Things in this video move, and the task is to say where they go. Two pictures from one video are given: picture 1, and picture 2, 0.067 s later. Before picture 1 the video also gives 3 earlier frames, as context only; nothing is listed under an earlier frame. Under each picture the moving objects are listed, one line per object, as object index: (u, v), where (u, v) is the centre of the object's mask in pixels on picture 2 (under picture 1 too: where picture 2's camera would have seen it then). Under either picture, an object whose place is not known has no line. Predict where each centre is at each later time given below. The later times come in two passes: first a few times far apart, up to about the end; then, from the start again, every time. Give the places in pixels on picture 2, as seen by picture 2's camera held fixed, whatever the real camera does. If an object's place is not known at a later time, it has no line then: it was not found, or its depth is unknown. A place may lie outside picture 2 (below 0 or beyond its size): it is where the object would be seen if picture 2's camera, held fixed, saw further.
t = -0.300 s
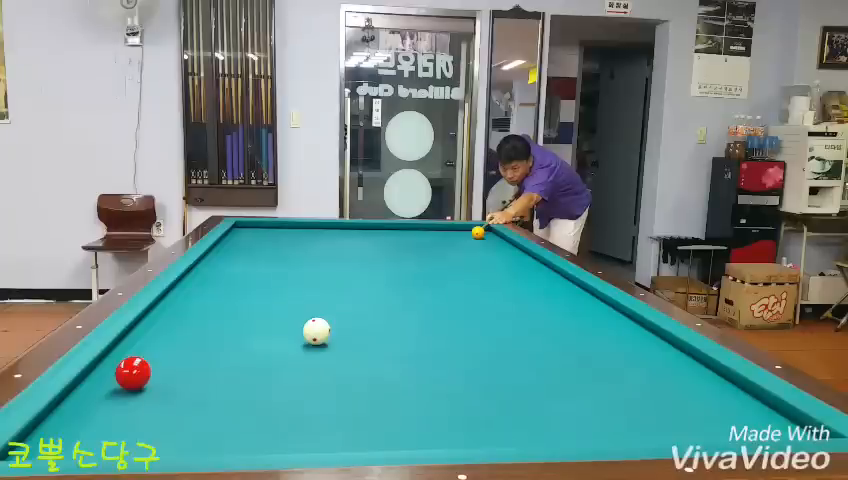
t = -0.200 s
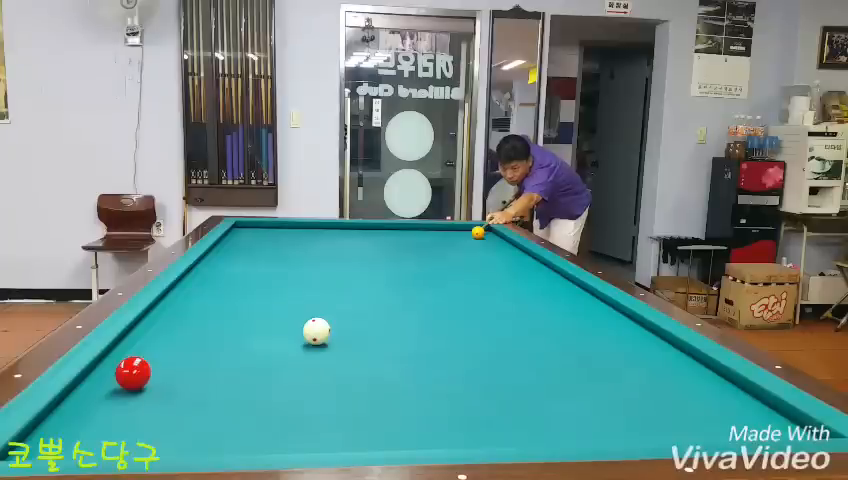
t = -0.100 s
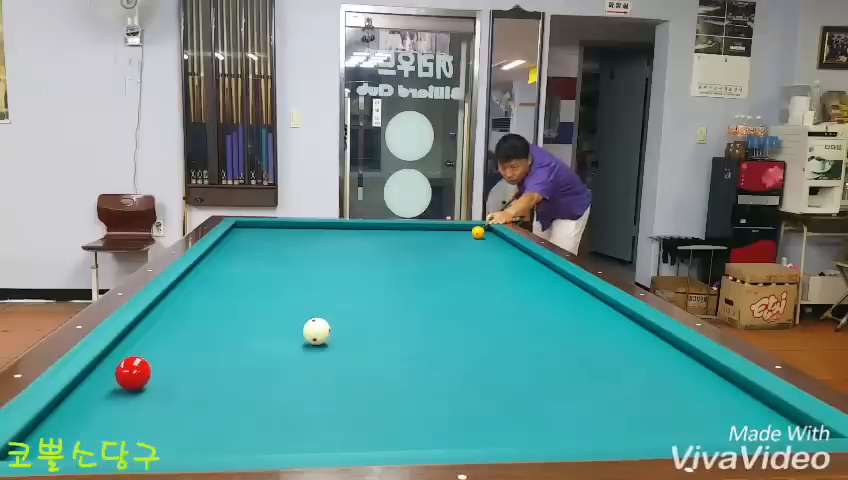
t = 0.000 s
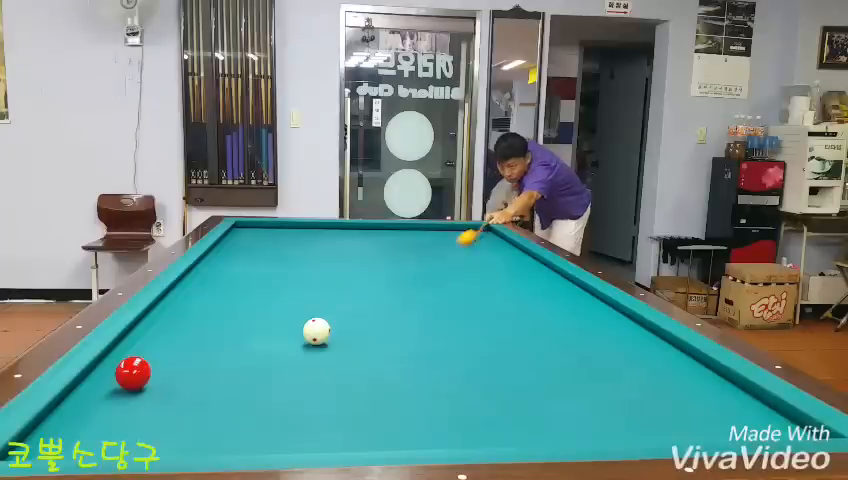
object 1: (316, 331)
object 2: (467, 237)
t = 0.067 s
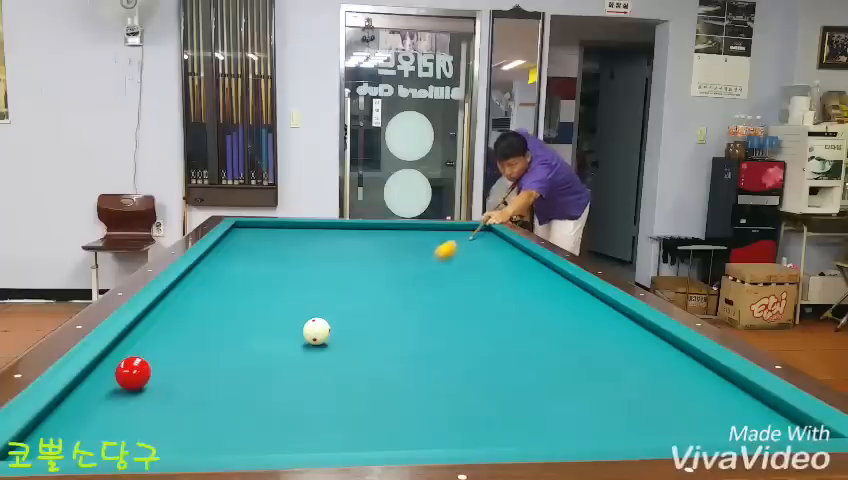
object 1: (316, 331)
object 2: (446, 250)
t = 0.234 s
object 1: (316, 331)
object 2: (369, 295)
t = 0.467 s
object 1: (256, 427)
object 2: (232, 321)
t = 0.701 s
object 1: (276, 316)
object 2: (166, 312)
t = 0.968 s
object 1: (285, 268)
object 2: (238, 294)
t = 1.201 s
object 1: (291, 244)
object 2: (280, 281)
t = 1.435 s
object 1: (294, 226)
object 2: (314, 271)
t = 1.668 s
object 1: (294, 233)
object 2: (343, 262)
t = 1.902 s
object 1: (294, 244)
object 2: (368, 255)
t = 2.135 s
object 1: (293, 256)
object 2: (390, 248)
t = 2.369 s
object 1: (293, 272)
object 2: (408, 243)
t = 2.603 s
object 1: (291, 291)
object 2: (424, 238)
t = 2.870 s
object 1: (289, 320)
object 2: (440, 232)
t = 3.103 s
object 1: (287, 356)
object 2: (453, 229)
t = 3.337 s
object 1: (285, 408)
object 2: (470, 227)
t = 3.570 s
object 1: (288, 431)
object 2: (481, 229)
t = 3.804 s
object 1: (297, 393)
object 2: (473, 232)
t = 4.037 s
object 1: (305, 366)
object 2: (464, 236)
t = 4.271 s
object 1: (312, 345)
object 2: (455, 239)
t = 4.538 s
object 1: (318, 326)
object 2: (444, 243)
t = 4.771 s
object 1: (322, 312)
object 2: (434, 247)
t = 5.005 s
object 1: (326, 300)
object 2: (424, 251)
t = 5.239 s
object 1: (328, 290)
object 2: (414, 255)
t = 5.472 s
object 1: (330, 282)
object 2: (403, 259)
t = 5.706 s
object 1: (332, 274)
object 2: (392, 263)
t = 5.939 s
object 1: (334, 267)
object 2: (381, 268)
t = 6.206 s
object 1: (336, 261)
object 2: (367, 273)
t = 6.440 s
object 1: (337, 256)
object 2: (355, 278)
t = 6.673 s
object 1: (339, 251)
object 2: (343, 284)
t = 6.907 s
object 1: (340, 247)
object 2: (330, 289)
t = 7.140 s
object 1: (342, 244)
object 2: (318, 295)
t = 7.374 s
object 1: (343, 240)
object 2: (305, 301)
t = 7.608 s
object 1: (344, 237)
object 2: (292, 307)
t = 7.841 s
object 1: (345, 234)
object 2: (278, 313)
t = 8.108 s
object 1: (347, 231)
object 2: (263, 321)
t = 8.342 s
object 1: (348, 229)
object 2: (249, 327)
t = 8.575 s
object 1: (349, 227)
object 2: (234, 334)
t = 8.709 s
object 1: (350, 226)
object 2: (226, 338)
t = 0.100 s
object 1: (316, 331)
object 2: (434, 257)
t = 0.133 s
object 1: (316, 331)
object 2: (421, 265)
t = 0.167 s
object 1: (316, 331)
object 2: (406, 274)
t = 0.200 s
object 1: (316, 331)
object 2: (388, 284)
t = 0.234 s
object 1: (316, 331)
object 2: (369, 295)
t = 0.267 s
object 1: (316, 331)
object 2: (346, 308)
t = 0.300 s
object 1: (313, 335)
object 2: (324, 316)
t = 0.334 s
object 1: (303, 355)
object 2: (300, 322)
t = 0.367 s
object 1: (289, 381)
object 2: (281, 323)
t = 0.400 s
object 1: (272, 415)
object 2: (264, 322)
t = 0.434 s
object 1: (255, 438)
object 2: (247, 322)
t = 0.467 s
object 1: (256, 427)
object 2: (232, 321)
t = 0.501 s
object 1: (260, 404)
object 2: (216, 320)
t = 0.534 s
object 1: (263, 383)
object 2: (202, 319)
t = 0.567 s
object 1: (267, 366)
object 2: (189, 318)
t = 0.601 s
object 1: (270, 351)
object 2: (176, 317)
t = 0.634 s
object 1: (272, 337)
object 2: (163, 316)
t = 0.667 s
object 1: (274, 326)
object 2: (156, 315)
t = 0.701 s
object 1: (276, 316)
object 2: (166, 312)
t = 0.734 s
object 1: (277, 308)
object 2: (179, 309)
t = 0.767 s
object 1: (279, 300)
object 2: (190, 307)
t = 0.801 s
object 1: (280, 294)
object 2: (200, 304)
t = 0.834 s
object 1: (281, 287)
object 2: (209, 302)
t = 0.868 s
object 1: (282, 281)
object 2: (217, 300)
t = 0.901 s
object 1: (283, 277)
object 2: (225, 297)
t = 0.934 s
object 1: (284, 272)
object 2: (231, 296)
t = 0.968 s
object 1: (285, 268)
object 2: (238, 294)
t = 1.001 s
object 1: (286, 264)
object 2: (245, 291)
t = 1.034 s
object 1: (287, 260)
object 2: (251, 289)
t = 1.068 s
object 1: (288, 256)
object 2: (257, 288)
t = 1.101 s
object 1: (289, 253)
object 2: (263, 286)
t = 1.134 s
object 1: (289, 250)
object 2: (269, 284)
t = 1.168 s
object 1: (290, 246)
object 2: (274, 283)
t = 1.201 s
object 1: (291, 244)
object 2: (280, 281)
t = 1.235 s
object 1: (291, 241)
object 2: (285, 280)
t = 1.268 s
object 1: (291, 238)
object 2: (290, 278)
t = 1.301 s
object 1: (292, 236)
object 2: (295, 276)
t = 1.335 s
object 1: (293, 233)
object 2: (300, 275)
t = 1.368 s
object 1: (293, 231)
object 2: (305, 274)
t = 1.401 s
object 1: (294, 229)
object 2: (310, 272)
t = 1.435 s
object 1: (294, 226)
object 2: (314, 271)
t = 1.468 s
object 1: (294, 225)
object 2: (319, 270)
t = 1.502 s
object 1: (295, 224)
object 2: (323, 268)
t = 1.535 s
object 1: (295, 226)
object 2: (327, 267)
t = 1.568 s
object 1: (294, 227)
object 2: (332, 266)
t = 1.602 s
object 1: (294, 229)
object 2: (335, 265)
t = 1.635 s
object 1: (294, 231)
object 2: (339, 264)
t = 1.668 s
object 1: (294, 233)
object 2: (343, 262)
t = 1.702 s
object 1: (294, 234)
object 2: (347, 261)
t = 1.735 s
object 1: (294, 236)
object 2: (351, 260)
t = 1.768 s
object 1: (294, 237)
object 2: (354, 259)
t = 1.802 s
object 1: (294, 239)
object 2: (358, 258)
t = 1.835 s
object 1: (294, 240)
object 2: (361, 257)
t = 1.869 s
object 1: (294, 242)
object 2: (365, 256)
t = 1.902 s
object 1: (294, 244)
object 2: (368, 255)
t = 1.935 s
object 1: (293, 245)
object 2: (371, 254)
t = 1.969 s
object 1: (294, 247)
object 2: (375, 253)
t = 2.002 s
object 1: (293, 249)
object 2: (378, 252)
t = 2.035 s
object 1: (293, 250)
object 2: (381, 251)
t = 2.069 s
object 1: (293, 252)
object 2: (383, 250)
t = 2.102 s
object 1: (293, 254)
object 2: (387, 249)
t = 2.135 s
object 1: (293, 256)
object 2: (390, 248)
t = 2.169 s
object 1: (293, 258)
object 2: (392, 247)
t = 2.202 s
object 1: (293, 260)
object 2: (395, 247)
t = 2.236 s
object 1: (293, 263)
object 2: (398, 246)
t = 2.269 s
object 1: (293, 265)
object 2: (400, 245)
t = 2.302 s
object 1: (293, 267)
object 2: (403, 244)
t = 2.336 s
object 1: (292, 269)
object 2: (405, 243)
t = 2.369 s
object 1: (293, 272)
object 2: (408, 243)
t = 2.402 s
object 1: (292, 274)
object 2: (410, 242)
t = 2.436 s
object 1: (292, 277)
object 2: (413, 241)
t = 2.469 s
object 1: (292, 279)
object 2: (415, 241)
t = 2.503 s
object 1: (292, 282)
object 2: (417, 240)
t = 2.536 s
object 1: (292, 285)
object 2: (420, 239)
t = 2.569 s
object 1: (292, 288)
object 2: (422, 238)
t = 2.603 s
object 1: (291, 291)
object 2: (424, 238)
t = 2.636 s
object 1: (291, 294)
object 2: (426, 237)
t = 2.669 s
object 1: (291, 297)
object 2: (428, 236)
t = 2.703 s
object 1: (291, 301)
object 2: (430, 236)
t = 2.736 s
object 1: (291, 304)
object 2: (432, 235)
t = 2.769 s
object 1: (290, 308)
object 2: (434, 235)
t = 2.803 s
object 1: (290, 312)
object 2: (436, 234)
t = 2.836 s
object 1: (290, 316)
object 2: (439, 233)
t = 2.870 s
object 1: (289, 320)
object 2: (440, 232)
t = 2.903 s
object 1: (289, 325)
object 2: (442, 232)
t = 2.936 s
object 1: (289, 329)
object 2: (444, 231)
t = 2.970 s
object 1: (289, 334)
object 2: (446, 231)
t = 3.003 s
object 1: (288, 339)
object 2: (448, 230)
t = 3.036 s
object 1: (288, 345)
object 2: (449, 230)
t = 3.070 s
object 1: (288, 350)
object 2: (451, 229)
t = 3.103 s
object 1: (287, 356)
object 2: (453, 229)
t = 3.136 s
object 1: (287, 362)
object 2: (455, 228)
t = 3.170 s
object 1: (287, 369)
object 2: (456, 228)
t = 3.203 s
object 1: (286, 376)
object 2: (458, 227)
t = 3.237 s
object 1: (286, 383)
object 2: (459, 227)
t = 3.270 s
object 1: (286, 391)
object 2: (461, 226)
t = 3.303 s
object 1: (285, 400)
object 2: (466, 227)
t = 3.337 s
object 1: (285, 408)
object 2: (470, 227)
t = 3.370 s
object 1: (284, 417)
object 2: (474, 228)
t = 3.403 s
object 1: (284, 427)
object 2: (478, 228)
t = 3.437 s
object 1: (283, 435)
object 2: (483, 228)
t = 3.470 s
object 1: (283, 441)
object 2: (486, 228)
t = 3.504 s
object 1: (285, 440)
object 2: (484, 228)
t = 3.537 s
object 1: (286, 436)
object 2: (483, 229)
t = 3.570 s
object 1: (288, 431)
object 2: (481, 229)
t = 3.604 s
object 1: (289, 424)
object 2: (480, 230)
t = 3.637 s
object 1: (291, 417)
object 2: (479, 230)
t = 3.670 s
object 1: (292, 412)
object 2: (478, 231)
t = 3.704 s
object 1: (294, 407)
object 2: (476, 231)
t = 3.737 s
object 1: (295, 402)
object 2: (475, 231)
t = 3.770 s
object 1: (296, 398)
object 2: (474, 232)
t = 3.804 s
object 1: (297, 393)
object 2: (473, 232)
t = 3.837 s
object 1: (298, 389)
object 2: (472, 233)
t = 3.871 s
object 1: (300, 385)
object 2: (471, 233)
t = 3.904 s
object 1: (301, 381)
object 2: (469, 234)
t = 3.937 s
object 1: (301, 377)
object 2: (468, 234)
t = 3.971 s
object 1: (302, 373)
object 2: (466, 235)
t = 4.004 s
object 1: (303, 369)
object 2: (465, 235)
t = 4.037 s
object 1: (305, 366)
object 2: (464, 236)
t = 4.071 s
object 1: (306, 363)
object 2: (463, 236)
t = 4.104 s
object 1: (307, 360)
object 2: (461, 237)
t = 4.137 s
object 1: (309, 357)
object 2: (460, 237)
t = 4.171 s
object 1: (310, 355)
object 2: (459, 238)
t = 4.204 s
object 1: (311, 352)
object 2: (458, 239)
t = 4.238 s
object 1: (311, 348)
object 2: (456, 239)
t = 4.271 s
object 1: (312, 345)
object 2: (455, 239)
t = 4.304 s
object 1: (313, 343)
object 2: (454, 240)
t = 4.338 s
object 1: (314, 340)
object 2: (452, 240)
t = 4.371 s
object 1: (315, 338)
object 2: (451, 241)
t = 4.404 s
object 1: (315, 335)
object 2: (449, 241)
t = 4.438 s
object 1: (316, 333)
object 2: (448, 242)
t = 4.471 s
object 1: (317, 331)
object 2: (447, 242)
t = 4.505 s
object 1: (318, 328)
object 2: (445, 243)
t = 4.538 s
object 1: (318, 326)
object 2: (444, 243)
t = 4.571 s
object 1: (319, 324)
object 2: (443, 244)
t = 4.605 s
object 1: (320, 322)
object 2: (441, 244)
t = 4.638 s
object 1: (320, 320)
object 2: (440, 245)
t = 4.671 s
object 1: (321, 318)
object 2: (439, 245)
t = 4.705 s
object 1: (321, 315)
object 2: (437, 246)
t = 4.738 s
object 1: (322, 314)
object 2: (436, 246)
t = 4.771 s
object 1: (322, 312)
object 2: (434, 247)
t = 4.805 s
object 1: (323, 310)
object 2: (433, 247)
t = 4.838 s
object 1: (323, 309)
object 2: (432, 248)
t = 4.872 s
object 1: (324, 307)
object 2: (430, 249)
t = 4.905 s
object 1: (324, 305)
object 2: (428, 249)
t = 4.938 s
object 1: (324, 304)
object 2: (427, 249)
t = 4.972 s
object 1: (325, 302)
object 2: (425, 250)
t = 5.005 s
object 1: (326, 300)
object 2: (424, 251)
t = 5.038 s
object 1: (326, 299)
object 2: (422, 251)
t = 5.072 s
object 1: (326, 297)
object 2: (421, 252)
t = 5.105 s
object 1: (327, 296)
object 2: (420, 252)
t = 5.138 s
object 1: (327, 295)
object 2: (418, 253)
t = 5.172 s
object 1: (327, 293)
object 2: (416, 253)
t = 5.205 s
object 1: (328, 292)
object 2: (415, 254)
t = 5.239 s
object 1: (328, 290)
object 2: (414, 255)
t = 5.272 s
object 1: (328, 289)
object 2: (412, 255)
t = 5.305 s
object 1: (329, 288)
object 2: (411, 256)
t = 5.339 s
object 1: (329, 287)
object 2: (409, 256)
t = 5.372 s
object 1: (330, 285)
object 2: (407, 257)
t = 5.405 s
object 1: (330, 284)
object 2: (406, 257)
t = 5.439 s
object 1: (330, 283)
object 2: (405, 258)
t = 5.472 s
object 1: (330, 282)
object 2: (403, 259)
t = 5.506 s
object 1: (331, 280)
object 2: (401, 259)
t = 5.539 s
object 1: (331, 279)
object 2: (400, 260)
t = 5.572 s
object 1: (331, 278)
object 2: (398, 261)
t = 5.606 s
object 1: (332, 277)
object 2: (397, 261)
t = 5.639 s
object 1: (332, 276)
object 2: (395, 262)
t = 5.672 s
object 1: (332, 275)
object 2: (393, 263)
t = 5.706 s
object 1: (332, 274)
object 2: (392, 263)
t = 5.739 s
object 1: (333, 273)
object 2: (390, 264)
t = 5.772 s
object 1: (333, 272)
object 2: (388, 265)
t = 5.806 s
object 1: (333, 271)
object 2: (387, 265)
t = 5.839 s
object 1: (333, 270)
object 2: (385, 266)
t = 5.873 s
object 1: (334, 269)
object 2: (384, 267)
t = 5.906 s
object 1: (334, 268)
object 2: (382, 267)
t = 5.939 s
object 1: (334, 267)
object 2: (381, 268)
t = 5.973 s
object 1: (334, 267)
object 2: (379, 269)
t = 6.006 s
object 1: (334, 265)
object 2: (377, 269)
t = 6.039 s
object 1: (335, 265)
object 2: (376, 270)
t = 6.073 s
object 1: (335, 264)
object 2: (374, 270)
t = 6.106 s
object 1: (335, 263)
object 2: (372, 271)
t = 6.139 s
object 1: (335, 262)
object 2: (371, 272)
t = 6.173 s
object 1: (335, 262)
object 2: (369, 272)
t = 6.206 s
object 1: (336, 261)
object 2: (367, 273)
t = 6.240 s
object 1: (336, 260)
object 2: (366, 274)
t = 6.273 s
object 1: (336, 259)
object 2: (364, 275)
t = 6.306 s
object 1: (336, 259)
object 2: (362, 275)
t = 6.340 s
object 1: (337, 258)
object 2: (361, 276)
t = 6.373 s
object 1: (337, 257)
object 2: (359, 277)
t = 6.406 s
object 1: (337, 256)
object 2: (357, 277)
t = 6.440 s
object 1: (337, 256)
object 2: (355, 278)
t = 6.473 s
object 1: (337, 255)
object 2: (354, 279)
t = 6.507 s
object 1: (338, 254)
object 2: (352, 280)
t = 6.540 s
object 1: (338, 254)
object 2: (350, 280)
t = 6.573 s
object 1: (338, 253)
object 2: (349, 281)
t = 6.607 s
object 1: (338, 252)
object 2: (347, 282)
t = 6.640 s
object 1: (339, 252)
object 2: (345, 283)
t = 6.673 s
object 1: (339, 251)
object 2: (343, 284)
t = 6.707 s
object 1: (339, 250)
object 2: (341, 284)
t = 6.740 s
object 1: (339, 250)
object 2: (340, 285)
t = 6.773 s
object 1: (339, 249)
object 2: (338, 286)
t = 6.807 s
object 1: (340, 249)
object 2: (336, 287)
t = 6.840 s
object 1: (340, 248)
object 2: (334, 288)
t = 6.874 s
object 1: (340, 248)
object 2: (332, 288)
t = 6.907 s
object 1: (340, 247)
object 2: (330, 289)
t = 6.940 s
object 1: (340, 246)
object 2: (328, 290)
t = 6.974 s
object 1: (341, 246)
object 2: (327, 291)
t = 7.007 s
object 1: (341, 245)
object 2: (325, 292)
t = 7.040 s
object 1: (341, 245)
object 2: (323, 292)
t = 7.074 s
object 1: (341, 245)
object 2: (321, 293)
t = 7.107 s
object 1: (341, 244)
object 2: (319, 294)
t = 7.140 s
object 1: (342, 244)
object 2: (318, 295)
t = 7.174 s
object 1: (342, 243)
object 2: (316, 296)
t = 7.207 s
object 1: (342, 243)
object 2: (314, 296)
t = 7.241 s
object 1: (342, 242)
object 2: (312, 297)
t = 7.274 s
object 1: (343, 242)
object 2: (310, 298)
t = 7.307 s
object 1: (343, 241)
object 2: (309, 299)
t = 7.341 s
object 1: (343, 241)
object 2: (307, 300)
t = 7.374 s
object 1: (343, 240)
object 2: (305, 301)
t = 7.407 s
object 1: (343, 240)
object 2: (303, 302)
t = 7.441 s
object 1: (343, 239)
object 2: (301, 303)
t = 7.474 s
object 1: (344, 239)
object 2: (299, 303)
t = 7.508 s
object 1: (344, 238)
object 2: (297, 304)
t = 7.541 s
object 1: (344, 238)
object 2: (295, 305)
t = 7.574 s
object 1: (344, 238)
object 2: (293, 306)
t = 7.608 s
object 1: (344, 237)
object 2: (292, 307)
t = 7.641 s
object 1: (344, 237)
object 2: (290, 308)
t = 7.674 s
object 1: (345, 236)
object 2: (288, 308)
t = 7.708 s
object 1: (345, 236)
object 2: (286, 310)
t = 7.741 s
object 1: (345, 235)
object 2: (284, 310)
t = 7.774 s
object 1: (345, 235)
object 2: (282, 311)
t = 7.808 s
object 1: (345, 234)
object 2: (280, 312)
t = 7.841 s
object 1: (345, 234)
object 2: (278, 313)
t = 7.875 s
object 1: (345, 234)
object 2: (276, 314)
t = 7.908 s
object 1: (346, 233)
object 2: (274, 315)
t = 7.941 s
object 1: (346, 233)
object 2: (272, 316)
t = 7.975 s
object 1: (346, 233)
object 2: (270, 317)
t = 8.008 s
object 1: (346, 232)
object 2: (268, 318)
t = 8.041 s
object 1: (346, 232)
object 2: (267, 319)
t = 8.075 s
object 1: (347, 232)
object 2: (264, 320)
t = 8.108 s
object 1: (347, 231)
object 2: (263, 321)
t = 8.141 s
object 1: (347, 231)
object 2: (261, 321)
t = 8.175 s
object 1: (347, 231)
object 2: (259, 322)
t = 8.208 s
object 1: (347, 231)
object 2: (257, 323)
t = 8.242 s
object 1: (348, 230)
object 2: (255, 324)
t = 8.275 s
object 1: (348, 230)
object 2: (253, 325)
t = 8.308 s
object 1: (348, 230)
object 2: (251, 326)
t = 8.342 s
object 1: (348, 229)
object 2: (249, 327)
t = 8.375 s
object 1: (348, 229)
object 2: (247, 328)
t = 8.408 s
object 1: (348, 229)
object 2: (245, 329)
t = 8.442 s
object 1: (348, 228)
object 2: (243, 330)
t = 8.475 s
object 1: (348, 228)
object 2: (241, 331)
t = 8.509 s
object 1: (349, 228)
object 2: (239, 332)
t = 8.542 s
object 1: (349, 227)
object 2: (237, 333)
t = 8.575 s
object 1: (349, 227)
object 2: (234, 334)
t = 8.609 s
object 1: (349, 227)
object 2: (233, 335)
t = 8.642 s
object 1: (349, 227)
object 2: (231, 336)
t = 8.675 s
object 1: (349, 226)
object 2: (229, 337)
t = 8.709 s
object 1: (350, 226)
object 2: (226, 338)
